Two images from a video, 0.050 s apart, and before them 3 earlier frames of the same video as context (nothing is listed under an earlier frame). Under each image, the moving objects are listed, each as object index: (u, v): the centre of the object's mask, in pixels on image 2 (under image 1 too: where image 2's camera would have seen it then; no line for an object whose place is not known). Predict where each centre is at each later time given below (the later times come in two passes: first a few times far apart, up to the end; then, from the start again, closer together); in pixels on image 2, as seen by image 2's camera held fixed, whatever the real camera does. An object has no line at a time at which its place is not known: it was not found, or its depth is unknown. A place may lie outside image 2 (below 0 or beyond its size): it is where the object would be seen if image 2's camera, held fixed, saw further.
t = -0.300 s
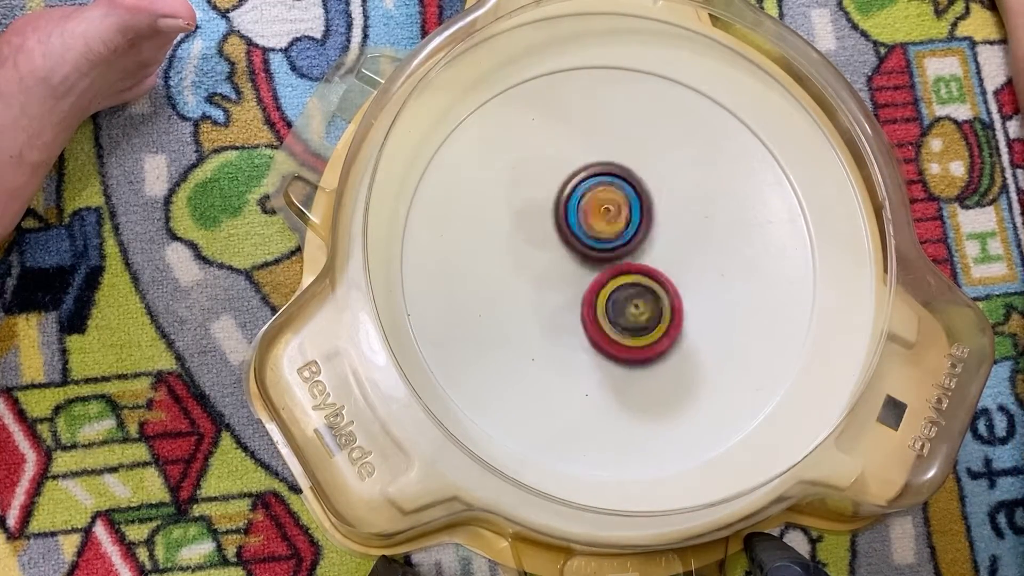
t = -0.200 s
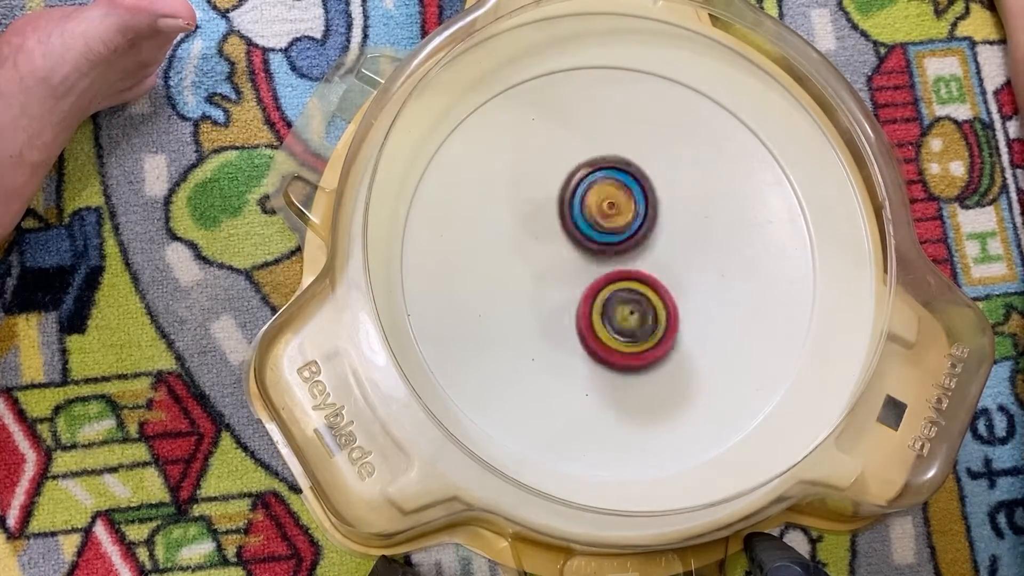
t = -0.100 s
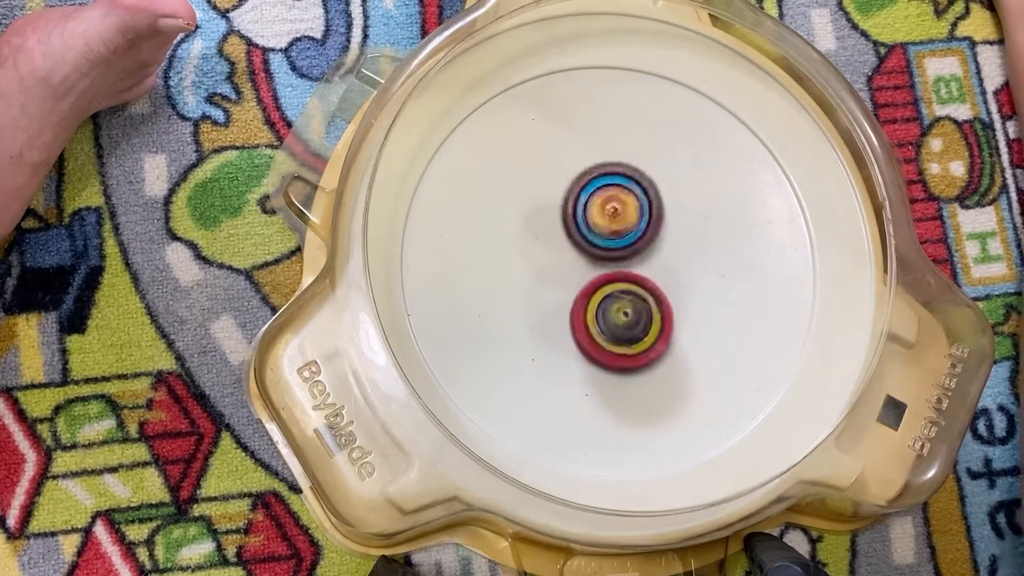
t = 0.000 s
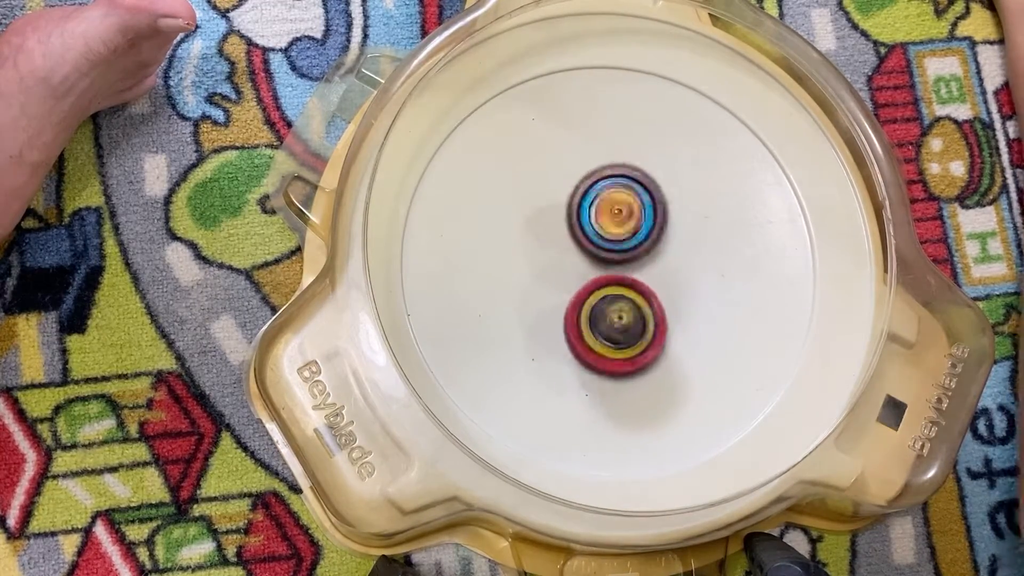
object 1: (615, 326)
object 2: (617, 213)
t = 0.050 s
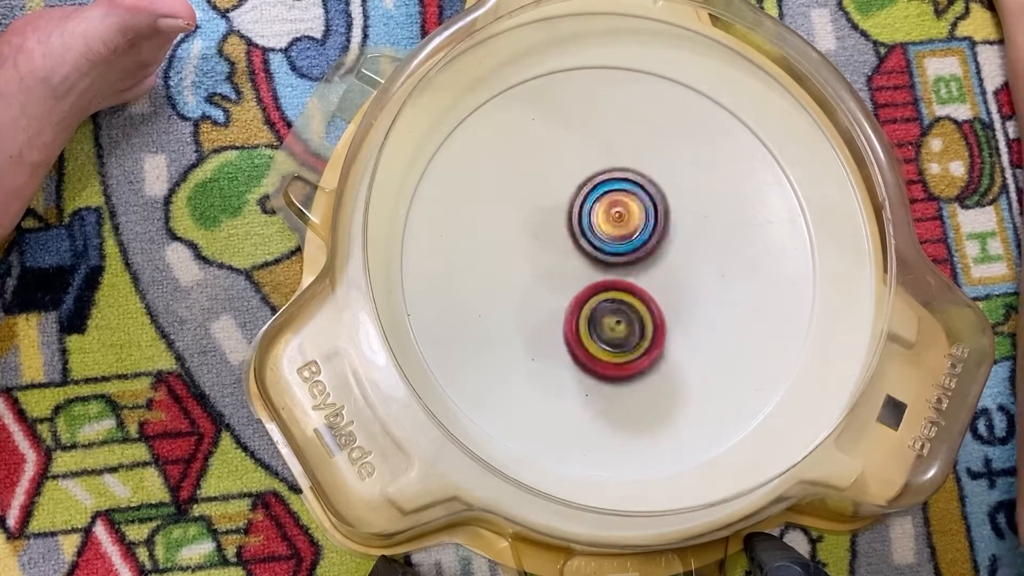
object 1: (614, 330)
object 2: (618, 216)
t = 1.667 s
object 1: (554, 302)
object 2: (657, 212)
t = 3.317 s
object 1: (681, 207)
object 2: (586, 302)
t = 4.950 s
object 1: (610, 350)
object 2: (598, 233)
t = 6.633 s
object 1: (639, 310)
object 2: (610, 183)
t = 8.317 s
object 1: (658, 312)
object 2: (641, 188)
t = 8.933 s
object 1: (621, 344)
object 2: (616, 192)
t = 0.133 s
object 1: (615, 334)
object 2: (621, 225)
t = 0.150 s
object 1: (616, 333)
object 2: (623, 226)
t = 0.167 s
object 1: (615, 333)
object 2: (622, 228)
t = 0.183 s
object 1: (616, 333)
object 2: (624, 228)
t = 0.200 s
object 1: (615, 334)
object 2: (625, 225)
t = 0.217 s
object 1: (616, 337)
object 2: (627, 224)
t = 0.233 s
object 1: (616, 338)
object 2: (627, 222)
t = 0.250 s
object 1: (616, 339)
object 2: (629, 224)
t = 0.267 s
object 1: (616, 340)
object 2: (630, 223)
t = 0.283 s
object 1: (616, 341)
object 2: (630, 225)
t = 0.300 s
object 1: (616, 340)
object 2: (631, 225)
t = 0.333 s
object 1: (616, 339)
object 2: (632, 227)
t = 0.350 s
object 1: (616, 338)
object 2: (631, 229)
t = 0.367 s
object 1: (616, 336)
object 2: (632, 231)
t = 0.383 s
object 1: (616, 336)
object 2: (631, 231)
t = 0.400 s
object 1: (615, 335)
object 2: (632, 231)
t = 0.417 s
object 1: (615, 335)
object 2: (632, 230)
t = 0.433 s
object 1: (613, 334)
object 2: (633, 231)
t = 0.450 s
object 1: (613, 333)
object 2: (633, 230)
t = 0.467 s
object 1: (611, 333)
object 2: (634, 230)
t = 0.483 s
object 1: (609, 335)
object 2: (637, 224)
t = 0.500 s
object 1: (607, 338)
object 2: (639, 219)
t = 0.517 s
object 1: (605, 339)
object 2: (642, 216)
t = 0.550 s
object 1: (601, 339)
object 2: (644, 212)
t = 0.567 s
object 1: (600, 340)
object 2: (644, 212)
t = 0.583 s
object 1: (598, 339)
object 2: (645, 212)
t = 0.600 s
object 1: (597, 339)
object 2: (644, 212)
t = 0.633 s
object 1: (594, 339)
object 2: (643, 214)
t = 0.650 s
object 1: (592, 338)
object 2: (643, 215)
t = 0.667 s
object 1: (590, 338)
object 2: (641, 216)
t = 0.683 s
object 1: (589, 337)
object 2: (641, 217)
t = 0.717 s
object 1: (586, 335)
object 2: (638, 219)
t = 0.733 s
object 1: (585, 335)
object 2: (636, 220)
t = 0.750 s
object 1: (583, 333)
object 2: (635, 221)
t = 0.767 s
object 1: (582, 332)
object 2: (634, 223)
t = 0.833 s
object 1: (578, 327)
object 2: (628, 227)
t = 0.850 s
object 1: (577, 325)
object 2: (627, 228)
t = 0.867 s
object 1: (576, 324)
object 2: (626, 228)
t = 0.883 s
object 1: (575, 322)
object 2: (624, 229)
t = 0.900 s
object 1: (574, 322)
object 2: (624, 228)
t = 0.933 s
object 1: (569, 323)
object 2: (628, 222)
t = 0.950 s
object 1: (567, 324)
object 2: (629, 221)
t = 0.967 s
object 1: (566, 324)
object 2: (629, 221)
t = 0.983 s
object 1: (564, 324)
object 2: (630, 221)
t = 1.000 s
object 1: (563, 324)
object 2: (630, 221)
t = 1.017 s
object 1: (562, 325)
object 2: (629, 221)
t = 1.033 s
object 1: (562, 324)
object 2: (629, 221)
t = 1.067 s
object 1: (562, 324)
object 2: (628, 222)
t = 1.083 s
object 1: (562, 324)
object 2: (628, 223)
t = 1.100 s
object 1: (562, 323)
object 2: (627, 223)
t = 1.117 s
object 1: (562, 322)
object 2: (627, 224)
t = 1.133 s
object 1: (563, 320)
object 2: (626, 224)
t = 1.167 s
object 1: (564, 316)
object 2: (625, 225)
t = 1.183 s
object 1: (565, 314)
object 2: (624, 225)
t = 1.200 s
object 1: (565, 312)
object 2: (624, 225)
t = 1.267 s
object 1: (564, 306)
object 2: (629, 223)
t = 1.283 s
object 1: (564, 304)
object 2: (630, 224)
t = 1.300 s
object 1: (559, 305)
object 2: (635, 220)
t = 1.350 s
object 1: (547, 308)
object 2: (654, 207)
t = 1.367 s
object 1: (545, 309)
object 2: (659, 204)
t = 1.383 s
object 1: (543, 310)
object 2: (662, 203)
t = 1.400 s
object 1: (541, 311)
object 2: (664, 202)
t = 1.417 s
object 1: (539, 312)
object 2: (665, 202)
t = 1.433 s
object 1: (538, 313)
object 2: (666, 202)
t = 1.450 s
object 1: (537, 313)
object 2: (666, 203)
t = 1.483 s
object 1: (537, 314)
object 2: (665, 204)
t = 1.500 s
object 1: (537, 315)
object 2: (664, 204)
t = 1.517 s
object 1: (538, 315)
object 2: (664, 205)
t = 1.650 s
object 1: (552, 304)
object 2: (658, 210)
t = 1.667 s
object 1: (554, 302)
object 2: (657, 212)
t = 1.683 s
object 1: (556, 299)
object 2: (656, 212)
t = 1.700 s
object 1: (558, 296)
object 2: (655, 213)
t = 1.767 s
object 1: (565, 284)
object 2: (651, 217)
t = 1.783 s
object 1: (566, 280)
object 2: (650, 218)
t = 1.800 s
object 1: (565, 278)
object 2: (654, 218)
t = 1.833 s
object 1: (560, 273)
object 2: (665, 216)
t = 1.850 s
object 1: (559, 270)
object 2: (668, 216)
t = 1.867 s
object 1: (559, 267)
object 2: (670, 217)
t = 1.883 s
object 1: (559, 265)
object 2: (670, 219)
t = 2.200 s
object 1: (557, 221)
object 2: (658, 246)
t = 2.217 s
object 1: (557, 219)
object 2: (656, 248)
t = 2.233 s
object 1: (557, 218)
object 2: (656, 249)
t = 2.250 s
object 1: (554, 215)
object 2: (659, 254)
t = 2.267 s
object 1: (551, 213)
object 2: (665, 258)
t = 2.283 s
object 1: (550, 211)
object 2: (667, 262)
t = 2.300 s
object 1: (551, 210)
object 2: (670, 265)
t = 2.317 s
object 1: (551, 209)
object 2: (670, 268)
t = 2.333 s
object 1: (551, 209)
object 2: (670, 270)
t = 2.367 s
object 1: (553, 209)
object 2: (668, 273)
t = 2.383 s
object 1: (555, 209)
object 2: (668, 274)
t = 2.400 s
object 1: (556, 210)
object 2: (666, 275)
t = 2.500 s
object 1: (571, 214)
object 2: (658, 278)
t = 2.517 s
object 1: (574, 216)
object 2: (656, 278)
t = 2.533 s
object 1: (574, 213)
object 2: (658, 283)
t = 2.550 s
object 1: (573, 208)
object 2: (660, 290)
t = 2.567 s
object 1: (574, 205)
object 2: (662, 295)
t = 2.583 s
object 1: (577, 205)
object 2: (662, 299)
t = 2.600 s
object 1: (578, 204)
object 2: (662, 301)
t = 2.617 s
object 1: (581, 203)
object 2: (661, 303)
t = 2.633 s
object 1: (583, 203)
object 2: (660, 303)
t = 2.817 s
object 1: (612, 203)
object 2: (644, 299)
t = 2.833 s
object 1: (615, 203)
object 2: (642, 299)
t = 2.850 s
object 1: (619, 202)
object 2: (640, 301)
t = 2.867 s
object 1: (621, 200)
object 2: (638, 305)
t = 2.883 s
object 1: (624, 199)
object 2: (637, 307)
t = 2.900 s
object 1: (627, 199)
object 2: (635, 307)
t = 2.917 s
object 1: (629, 198)
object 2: (633, 307)
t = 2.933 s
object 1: (632, 196)
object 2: (631, 306)
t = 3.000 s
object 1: (643, 196)
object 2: (626, 302)
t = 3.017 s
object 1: (644, 195)
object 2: (625, 301)
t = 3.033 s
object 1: (647, 195)
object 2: (624, 300)
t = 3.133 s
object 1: (658, 198)
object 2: (618, 290)
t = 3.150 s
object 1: (659, 198)
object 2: (616, 287)
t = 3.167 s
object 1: (661, 200)
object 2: (616, 286)
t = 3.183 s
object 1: (664, 200)
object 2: (611, 288)
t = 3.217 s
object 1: (673, 197)
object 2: (601, 294)
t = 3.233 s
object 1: (675, 197)
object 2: (596, 298)
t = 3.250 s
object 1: (676, 198)
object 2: (593, 300)
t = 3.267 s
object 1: (678, 200)
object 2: (590, 302)
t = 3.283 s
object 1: (678, 202)
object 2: (589, 302)
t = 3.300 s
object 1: (680, 204)
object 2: (587, 303)
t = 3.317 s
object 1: (681, 207)
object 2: (586, 302)
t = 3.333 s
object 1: (681, 208)
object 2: (587, 302)
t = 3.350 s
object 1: (682, 210)
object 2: (587, 301)
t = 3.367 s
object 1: (682, 214)
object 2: (587, 299)
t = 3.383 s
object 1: (682, 216)
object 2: (587, 299)
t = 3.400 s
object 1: (682, 219)
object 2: (588, 298)
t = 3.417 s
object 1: (682, 223)
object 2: (589, 297)
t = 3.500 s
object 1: (680, 239)
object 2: (591, 293)
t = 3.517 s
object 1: (679, 243)
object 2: (592, 293)
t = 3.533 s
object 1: (680, 245)
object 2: (591, 293)
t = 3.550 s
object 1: (681, 249)
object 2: (590, 292)
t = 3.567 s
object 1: (681, 253)
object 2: (588, 293)
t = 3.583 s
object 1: (683, 256)
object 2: (585, 292)
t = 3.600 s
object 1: (689, 258)
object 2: (579, 292)
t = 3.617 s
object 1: (693, 259)
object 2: (573, 291)
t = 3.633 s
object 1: (697, 262)
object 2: (569, 290)
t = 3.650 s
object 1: (698, 264)
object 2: (567, 290)
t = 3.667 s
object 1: (701, 265)
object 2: (565, 287)
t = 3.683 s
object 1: (703, 268)
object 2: (567, 286)
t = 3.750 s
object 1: (710, 276)
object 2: (570, 286)
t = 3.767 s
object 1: (712, 278)
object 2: (571, 285)
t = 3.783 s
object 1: (715, 280)
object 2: (573, 286)
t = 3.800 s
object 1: (715, 282)
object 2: (573, 286)
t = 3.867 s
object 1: (717, 289)
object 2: (578, 285)
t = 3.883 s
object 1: (718, 291)
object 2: (579, 286)
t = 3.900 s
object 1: (717, 292)
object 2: (580, 286)
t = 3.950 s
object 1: (713, 296)
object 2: (584, 285)
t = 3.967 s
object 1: (711, 297)
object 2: (586, 285)
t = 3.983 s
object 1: (711, 299)
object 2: (586, 286)
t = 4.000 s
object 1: (708, 300)
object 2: (587, 285)
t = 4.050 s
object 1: (700, 302)
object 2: (590, 285)
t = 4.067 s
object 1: (697, 303)
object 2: (592, 286)
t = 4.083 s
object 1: (695, 304)
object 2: (592, 286)
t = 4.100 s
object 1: (694, 306)
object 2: (589, 283)
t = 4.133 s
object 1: (694, 310)
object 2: (577, 276)
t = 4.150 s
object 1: (692, 311)
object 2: (573, 272)
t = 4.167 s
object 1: (689, 312)
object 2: (569, 270)
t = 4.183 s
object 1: (685, 313)
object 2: (566, 265)
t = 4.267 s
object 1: (669, 315)
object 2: (567, 261)
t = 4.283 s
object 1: (665, 315)
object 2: (567, 261)
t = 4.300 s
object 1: (661, 315)
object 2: (568, 262)
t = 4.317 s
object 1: (660, 316)
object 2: (566, 262)
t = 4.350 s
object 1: (661, 321)
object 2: (558, 254)
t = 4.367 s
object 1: (661, 323)
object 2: (555, 252)
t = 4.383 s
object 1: (658, 324)
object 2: (556, 250)
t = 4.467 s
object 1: (648, 327)
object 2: (558, 250)
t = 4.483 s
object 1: (646, 328)
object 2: (560, 250)
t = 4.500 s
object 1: (643, 327)
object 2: (560, 251)
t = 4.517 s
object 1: (641, 327)
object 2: (561, 252)
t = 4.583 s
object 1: (633, 330)
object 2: (562, 247)
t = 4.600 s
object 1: (631, 330)
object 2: (562, 246)
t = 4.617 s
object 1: (629, 330)
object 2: (563, 246)
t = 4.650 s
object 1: (626, 332)
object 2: (564, 246)
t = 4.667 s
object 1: (624, 331)
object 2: (566, 246)
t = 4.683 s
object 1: (623, 333)
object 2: (566, 245)
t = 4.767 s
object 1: (617, 336)
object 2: (570, 244)
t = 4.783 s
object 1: (616, 336)
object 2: (571, 244)
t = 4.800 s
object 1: (615, 340)
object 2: (572, 240)
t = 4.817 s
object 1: (614, 343)
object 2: (574, 235)
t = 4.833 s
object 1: (613, 344)
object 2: (576, 233)
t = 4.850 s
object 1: (613, 345)
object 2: (578, 231)
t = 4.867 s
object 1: (613, 347)
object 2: (581, 230)
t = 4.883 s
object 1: (612, 349)
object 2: (584, 230)
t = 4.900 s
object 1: (611, 349)
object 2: (587, 230)
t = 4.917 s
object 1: (611, 349)
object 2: (590, 231)
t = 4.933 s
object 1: (611, 350)
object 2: (594, 232)
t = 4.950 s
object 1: (610, 350)
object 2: (598, 233)
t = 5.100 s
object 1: (602, 339)
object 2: (639, 246)
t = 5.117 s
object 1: (601, 338)
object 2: (645, 247)
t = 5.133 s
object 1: (596, 341)
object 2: (656, 245)
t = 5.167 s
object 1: (586, 343)
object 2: (675, 240)
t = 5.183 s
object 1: (582, 344)
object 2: (684, 240)
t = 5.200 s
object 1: (579, 343)
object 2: (689, 240)
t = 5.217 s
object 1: (577, 339)
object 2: (694, 240)
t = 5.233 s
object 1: (577, 337)
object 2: (699, 241)
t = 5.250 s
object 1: (577, 335)
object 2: (704, 243)
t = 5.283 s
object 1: (575, 331)
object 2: (711, 246)
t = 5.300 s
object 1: (575, 328)
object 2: (715, 248)
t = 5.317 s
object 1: (574, 325)
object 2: (718, 251)
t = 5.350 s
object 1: (574, 321)
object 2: (720, 256)
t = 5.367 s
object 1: (575, 318)
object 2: (723, 257)
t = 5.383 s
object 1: (575, 316)
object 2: (723, 260)
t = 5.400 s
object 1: (576, 314)
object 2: (724, 263)
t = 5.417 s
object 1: (577, 312)
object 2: (723, 265)
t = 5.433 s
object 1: (577, 309)
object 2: (722, 266)
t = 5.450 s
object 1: (579, 307)
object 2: (722, 269)
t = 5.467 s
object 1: (580, 305)
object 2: (721, 273)
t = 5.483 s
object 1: (581, 303)
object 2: (718, 275)
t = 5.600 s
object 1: (592, 290)
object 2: (701, 294)
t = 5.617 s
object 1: (594, 289)
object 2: (696, 297)
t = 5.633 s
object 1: (590, 285)
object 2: (700, 304)
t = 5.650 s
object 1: (586, 280)
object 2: (704, 311)
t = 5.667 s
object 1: (582, 275)
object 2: (706, 315)
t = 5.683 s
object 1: (579, 270)
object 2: (706, 320)
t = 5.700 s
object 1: (578, 266)
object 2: (705, 322)
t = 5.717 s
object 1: (577, 262)
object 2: (704, 323)
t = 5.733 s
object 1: (577, 260)
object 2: (702, 322)
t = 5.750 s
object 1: (577, 257)
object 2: (700, 323)
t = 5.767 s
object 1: (579, 255)
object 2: (697, 324)
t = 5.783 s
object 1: (581, 254)
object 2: (693, 324)
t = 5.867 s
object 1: (592, 254)
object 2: (674, 323)
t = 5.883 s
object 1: (594, 254)
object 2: (669, 323)
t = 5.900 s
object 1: (595, 245)
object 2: (666, 331)
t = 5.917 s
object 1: (595, 233)
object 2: (664, 341)
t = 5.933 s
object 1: (597, 224)
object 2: (661, 349)
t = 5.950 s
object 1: (599, 215)
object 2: (657, 354)
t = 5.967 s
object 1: (602, 208)
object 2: (654, 357)
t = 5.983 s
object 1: (605, 204)
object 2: (649, 359)
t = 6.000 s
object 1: (608, 199)
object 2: (645, 358)
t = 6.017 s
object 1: (610, 197)
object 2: (641, 359)
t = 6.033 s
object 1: (615, 195)
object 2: (637, 357)
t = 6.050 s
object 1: (619, 194)
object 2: (632, 356)
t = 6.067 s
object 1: (623, 193)
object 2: (628, 353)
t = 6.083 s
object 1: (626, 194)
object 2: (624, 349)
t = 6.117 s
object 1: (634, 194)
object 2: (616, 341)
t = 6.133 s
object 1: (637, 195)
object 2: (611, 338)
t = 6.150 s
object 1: (640, 197)
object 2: (608, 331)
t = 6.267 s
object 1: (660, 213)
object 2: (581, 289)
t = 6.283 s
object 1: (663, 217)
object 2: (579, 283)
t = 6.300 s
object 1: (663, 221)
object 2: (577, 276)
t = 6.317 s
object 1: (664, 225)
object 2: (575, 269)
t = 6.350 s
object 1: (668, 233)
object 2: (573, 256)
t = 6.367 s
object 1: (668, 237)
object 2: (571, 248)
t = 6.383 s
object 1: (668, 242)
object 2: (572, 242)
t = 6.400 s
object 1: (669, 247)
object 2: (573, 237)
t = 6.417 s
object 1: (668, 252)
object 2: (573, 231)
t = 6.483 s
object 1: (665, 271)
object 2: (579, 210)
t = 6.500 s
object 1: (663, 276)
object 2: (581, 204)
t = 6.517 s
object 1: (660, 281)
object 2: (585, 201)
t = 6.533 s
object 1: (658, 285)
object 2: (588, 198)
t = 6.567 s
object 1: (653, 295)
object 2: (595, 190)
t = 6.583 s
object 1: (650, 299)
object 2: (599, 187)
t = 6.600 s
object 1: (646, 303)
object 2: (602, 186)
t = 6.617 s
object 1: (643, 307)
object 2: (606, 185)
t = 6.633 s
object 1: (639, 310)
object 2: (610, 183)
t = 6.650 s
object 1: (637, 314)
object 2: (615, 184)
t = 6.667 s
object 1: (632, 315)
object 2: (617, 185)
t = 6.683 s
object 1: (629, 319)
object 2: (621, 185)
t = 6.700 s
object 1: (624, 320)
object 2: (626, 184)
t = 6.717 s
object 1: (620, 322)
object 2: (631, 185)
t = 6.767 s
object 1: (608, 325)
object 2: (643, 191)
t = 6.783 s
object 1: (604, 326)
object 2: (648, 195)
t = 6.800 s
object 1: (600, 325)
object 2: (650, 197)
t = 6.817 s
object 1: (596, 324)
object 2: (652, 200)
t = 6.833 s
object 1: (593, 323)
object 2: (656, 204)
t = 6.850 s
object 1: (588, 322)
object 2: (660, 208)
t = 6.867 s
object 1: (587, 320)
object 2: (664, 211)
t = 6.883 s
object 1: (583, 319)
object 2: (665, 216)
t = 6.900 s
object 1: (579, 316)
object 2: (667, 220)
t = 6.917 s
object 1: (575, 314)
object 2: (668, 225)
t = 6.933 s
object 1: (572, 311)
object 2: (669, 231)
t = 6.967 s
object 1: (568, 305)
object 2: (669, 240)
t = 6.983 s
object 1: (566, 302)
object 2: (670, 246)
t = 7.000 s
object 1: (563, 299)
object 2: (671, 252)
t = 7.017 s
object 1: (563, 296)
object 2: (671, 257)
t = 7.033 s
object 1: (562, 292)
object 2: (669, 262)
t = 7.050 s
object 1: (561, 288)
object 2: (668, 267)
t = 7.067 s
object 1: (560, 284)
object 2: (667, 273)
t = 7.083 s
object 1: (561, 280)
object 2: (666, 280)
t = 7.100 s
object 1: (562, 276)
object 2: (662, 286)
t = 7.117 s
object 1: (562, 272)
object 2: (658, 290)
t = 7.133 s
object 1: (563, 267)
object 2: (656, 294)
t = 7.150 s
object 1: (563, 261)
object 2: (655, 303)
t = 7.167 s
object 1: (563, 256)
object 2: (655, 309)
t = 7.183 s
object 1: (564, 251)
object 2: (652, 312)
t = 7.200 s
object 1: (565, 246)
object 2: (651, 319)
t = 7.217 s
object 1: (567, 242)
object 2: (647, 324)
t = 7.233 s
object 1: (568, 237)
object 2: (643, 328)
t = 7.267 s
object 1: (572, 227)
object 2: (634, 332)
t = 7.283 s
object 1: (574, 223)
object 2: (630, 333)
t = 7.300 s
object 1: (577, 220)
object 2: (627, 334)
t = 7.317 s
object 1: (581, 216)
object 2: (623, 333)
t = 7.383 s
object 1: (593, 206)
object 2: (607, 329)
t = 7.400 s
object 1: (596, 204)
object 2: (601, 327)
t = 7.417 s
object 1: (600, 202)
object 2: (597, 323)
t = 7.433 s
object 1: (604, 201)
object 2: (592, 321)
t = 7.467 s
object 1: (611, 201)
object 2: (584, 315)
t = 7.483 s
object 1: (615, 200)
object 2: (580, 311)
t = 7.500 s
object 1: (620, 200)
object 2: (577, 306)
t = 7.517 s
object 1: (623, 200)
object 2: (577, 302)
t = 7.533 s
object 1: (627, 201)
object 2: (575, 298)
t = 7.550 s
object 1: (631, 202)
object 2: (572, 293)
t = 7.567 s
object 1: (636, 205)
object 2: (571, 289)
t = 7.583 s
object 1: (639, 207)
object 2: (570, 283)
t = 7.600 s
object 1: (642, 209)
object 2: (570, 279)
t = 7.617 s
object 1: (645, 211)
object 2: (571, 276)
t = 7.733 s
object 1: (671, 238)
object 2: (572, 242)
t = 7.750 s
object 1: (674, 242)
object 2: (572, 237)
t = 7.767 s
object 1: (677, 246)
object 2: (574, 232)
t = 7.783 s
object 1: (682, 250)
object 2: (576, 227)
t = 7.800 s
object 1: (685, 253)
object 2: (578, 222)
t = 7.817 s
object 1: (689, 256)
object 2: (580, 218)
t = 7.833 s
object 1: (693, 258)
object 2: (582, 214)
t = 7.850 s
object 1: (696, 260)
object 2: (585, 211)
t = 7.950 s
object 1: (708, 272)
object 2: (600, 198)
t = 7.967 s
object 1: (709, 274)
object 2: (603, 196)
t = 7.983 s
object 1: (710, 276)
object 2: (605, 194)
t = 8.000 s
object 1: (710, 278)
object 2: (607, 192)
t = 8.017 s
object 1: (710, 279)
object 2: (610, 190)
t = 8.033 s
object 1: (710, 281)
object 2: (612, 189)
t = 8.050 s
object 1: (709, 283)
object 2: (615, 189)
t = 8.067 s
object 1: (708, 285)
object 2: (617, 189)
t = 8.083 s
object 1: (706, 286)
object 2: (619, 189)
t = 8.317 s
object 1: (658, 312)
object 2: (641, 188)
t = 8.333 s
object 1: (655, 315)
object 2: (642, 188)
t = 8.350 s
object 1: (654, 319)
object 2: (643, 188)
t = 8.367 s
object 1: (653, 322)
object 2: (642, 188)
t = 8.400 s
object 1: (651, 329)
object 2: (641, 188)
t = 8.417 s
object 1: (650, 332)
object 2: (640, 189)
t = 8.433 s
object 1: (650, 334)
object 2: (638, 190)
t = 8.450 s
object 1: (649, 336)
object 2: (637, 191)
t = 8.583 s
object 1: (649, 343)
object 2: (630, 193)
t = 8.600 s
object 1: (649, 343)
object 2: (628, 193)
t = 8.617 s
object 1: (649, 344)
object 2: (626, 194)
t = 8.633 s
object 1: (649, 344)
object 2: (624, 194)
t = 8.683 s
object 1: (648, 343)
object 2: (619, 193)
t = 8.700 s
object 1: (647, 343)
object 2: (617, 193)
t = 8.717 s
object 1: (646, 342)
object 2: (616, 192)
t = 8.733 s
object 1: (645, 342)
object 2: (614, 191)
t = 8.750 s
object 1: (643, 341)
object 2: (613, 191)
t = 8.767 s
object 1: (642, 340)
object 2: (613, 190)
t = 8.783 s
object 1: (640, 340)
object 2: (612, 190)
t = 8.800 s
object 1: (637, 339)
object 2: (611, 190)
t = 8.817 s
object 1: (635, 339)
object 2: (611, 190)
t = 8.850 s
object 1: (630, 339)
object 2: (612, 190)
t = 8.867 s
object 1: (627, 339)
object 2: (612, 190)
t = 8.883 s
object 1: (625, 340)
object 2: (613, 190)
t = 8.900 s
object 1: (623, 341)
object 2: (614, 191)
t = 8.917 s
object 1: (622, 343)
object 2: (615, 192)
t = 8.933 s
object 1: (621, 344)
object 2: (616, 192)
